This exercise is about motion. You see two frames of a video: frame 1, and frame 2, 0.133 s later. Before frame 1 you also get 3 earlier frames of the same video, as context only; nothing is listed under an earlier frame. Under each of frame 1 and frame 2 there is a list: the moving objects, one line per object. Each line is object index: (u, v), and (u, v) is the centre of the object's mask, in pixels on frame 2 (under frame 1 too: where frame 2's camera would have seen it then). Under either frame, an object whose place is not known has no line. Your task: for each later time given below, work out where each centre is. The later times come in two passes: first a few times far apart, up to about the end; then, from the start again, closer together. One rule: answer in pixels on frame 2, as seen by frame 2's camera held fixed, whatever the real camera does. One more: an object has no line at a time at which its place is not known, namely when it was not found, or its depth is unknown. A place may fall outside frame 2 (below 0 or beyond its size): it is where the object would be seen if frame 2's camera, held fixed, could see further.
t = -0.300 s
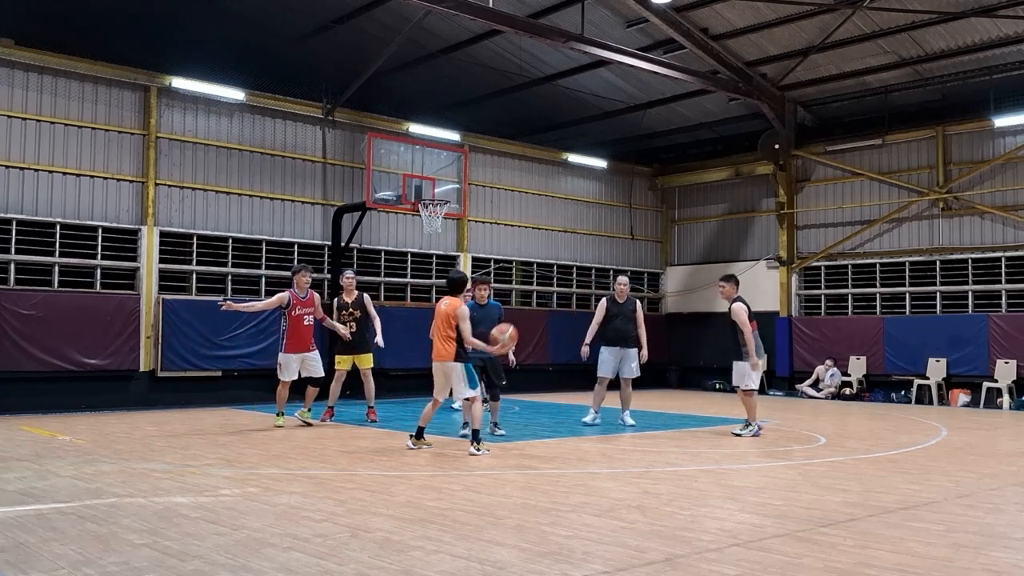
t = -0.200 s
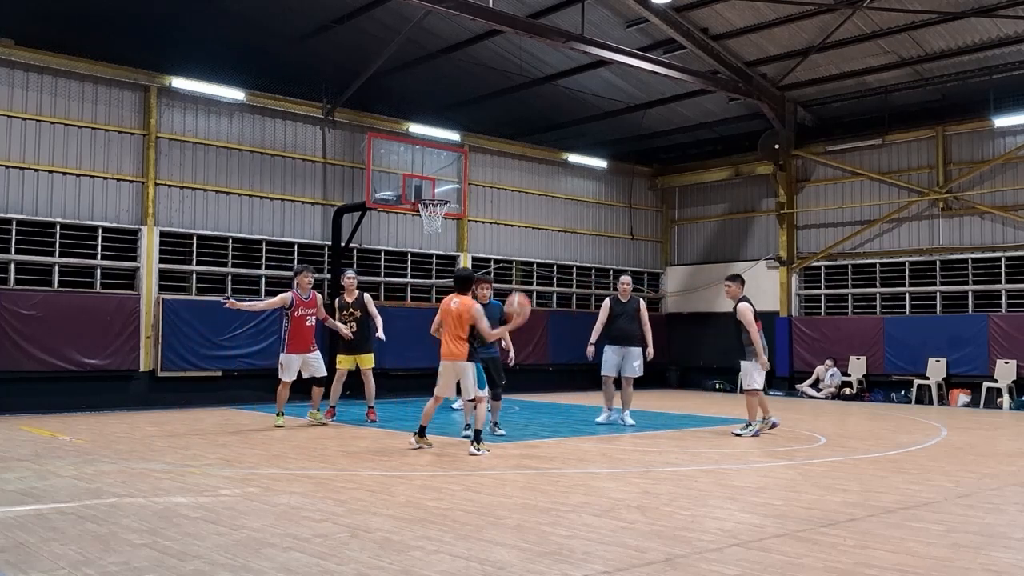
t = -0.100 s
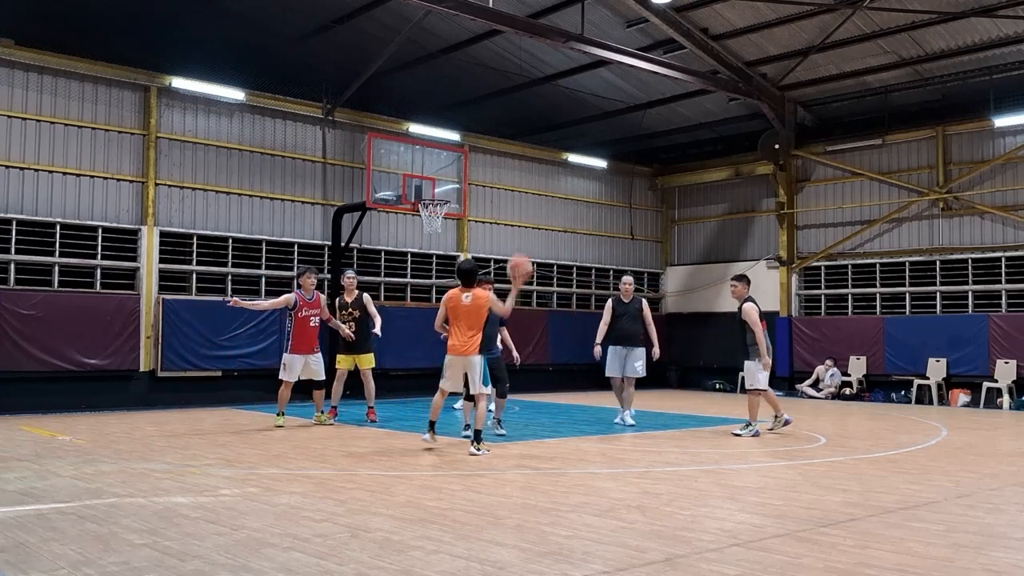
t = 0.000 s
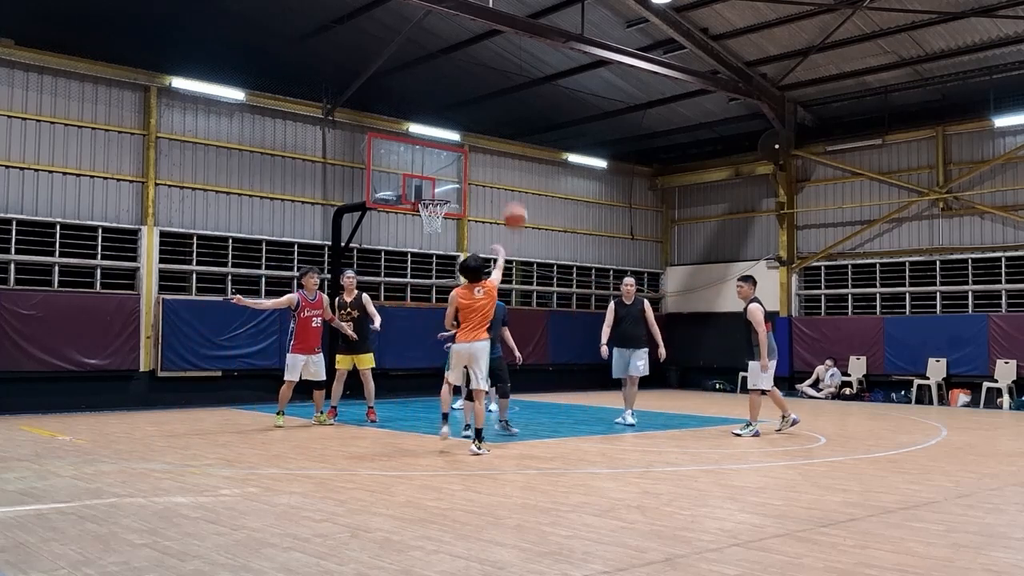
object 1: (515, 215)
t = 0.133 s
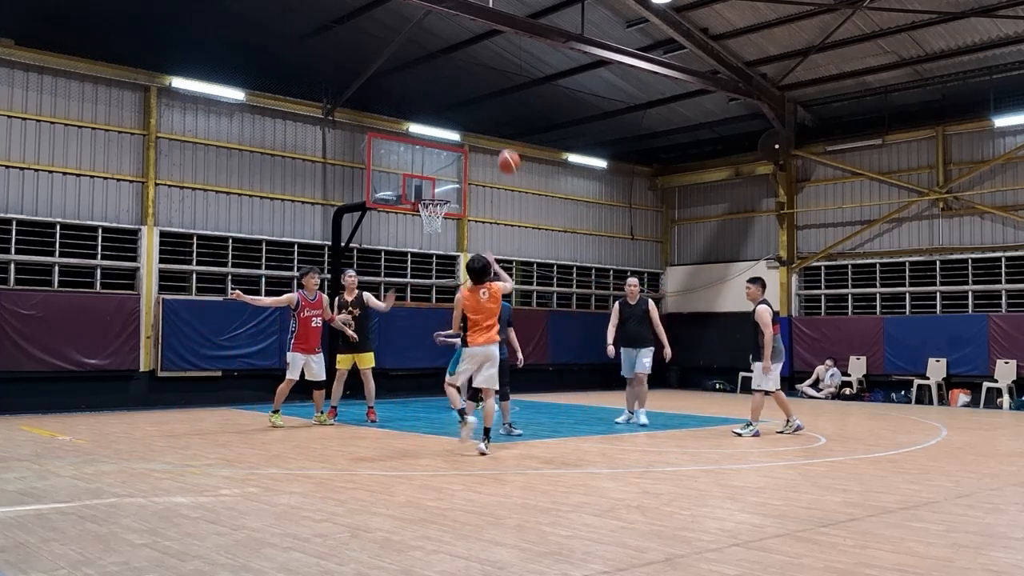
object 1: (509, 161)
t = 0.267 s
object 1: (503, 131)
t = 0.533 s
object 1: (494, 120)
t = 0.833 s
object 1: (487, 163)
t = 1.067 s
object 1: (481, 226)
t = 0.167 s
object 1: (507, 152)
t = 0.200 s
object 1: (506, 143)
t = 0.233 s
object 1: (505, 136)
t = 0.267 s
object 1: (503, 131)
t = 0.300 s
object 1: (502, 126)
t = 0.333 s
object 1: (501, 122)
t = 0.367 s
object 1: (500, 120)
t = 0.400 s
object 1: (499, 118)
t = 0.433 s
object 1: (498, 117)
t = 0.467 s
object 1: (496, 117)
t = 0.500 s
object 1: (495, 118)
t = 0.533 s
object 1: (494, 120)
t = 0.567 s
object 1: (493, 122)
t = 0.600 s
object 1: (492, 125)
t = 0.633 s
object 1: (492, 128)
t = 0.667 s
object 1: (491, 132)
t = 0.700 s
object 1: (490, 135)
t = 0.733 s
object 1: (489, 141)
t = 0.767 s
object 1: (489, 148)
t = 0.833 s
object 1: (487, 163)
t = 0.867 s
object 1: (486, 170)
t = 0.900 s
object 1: (485, 178)
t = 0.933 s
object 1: (484, 187)
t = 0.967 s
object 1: (484, 195)
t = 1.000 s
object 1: (482, 205)
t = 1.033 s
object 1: (481, 215)
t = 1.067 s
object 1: (481, 226)
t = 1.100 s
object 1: (480, 236)
